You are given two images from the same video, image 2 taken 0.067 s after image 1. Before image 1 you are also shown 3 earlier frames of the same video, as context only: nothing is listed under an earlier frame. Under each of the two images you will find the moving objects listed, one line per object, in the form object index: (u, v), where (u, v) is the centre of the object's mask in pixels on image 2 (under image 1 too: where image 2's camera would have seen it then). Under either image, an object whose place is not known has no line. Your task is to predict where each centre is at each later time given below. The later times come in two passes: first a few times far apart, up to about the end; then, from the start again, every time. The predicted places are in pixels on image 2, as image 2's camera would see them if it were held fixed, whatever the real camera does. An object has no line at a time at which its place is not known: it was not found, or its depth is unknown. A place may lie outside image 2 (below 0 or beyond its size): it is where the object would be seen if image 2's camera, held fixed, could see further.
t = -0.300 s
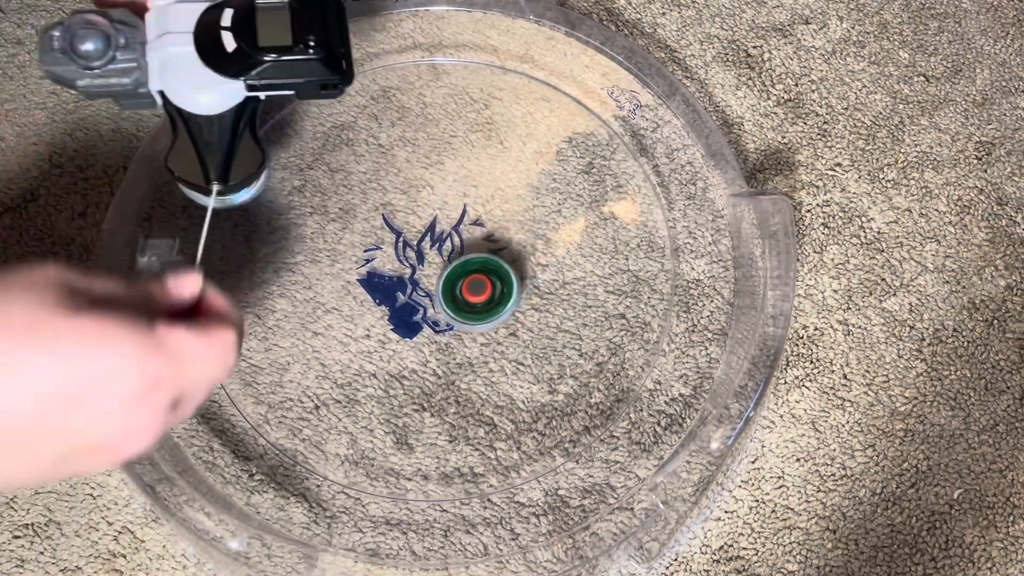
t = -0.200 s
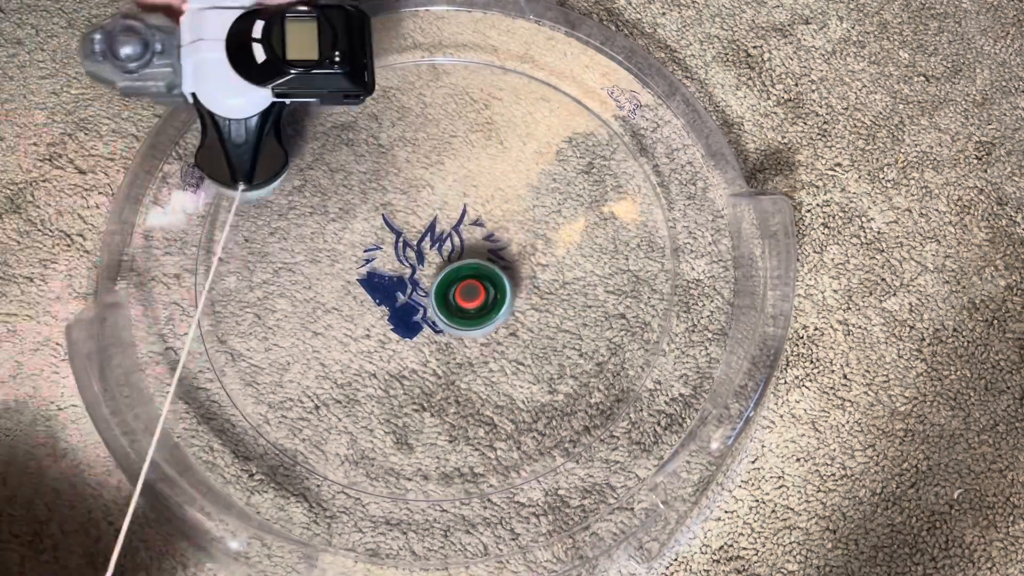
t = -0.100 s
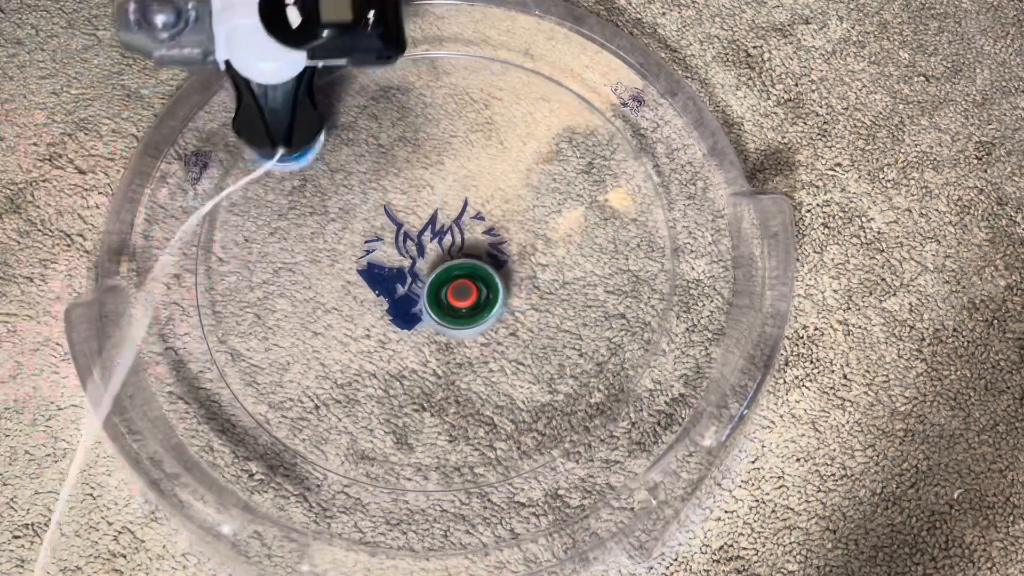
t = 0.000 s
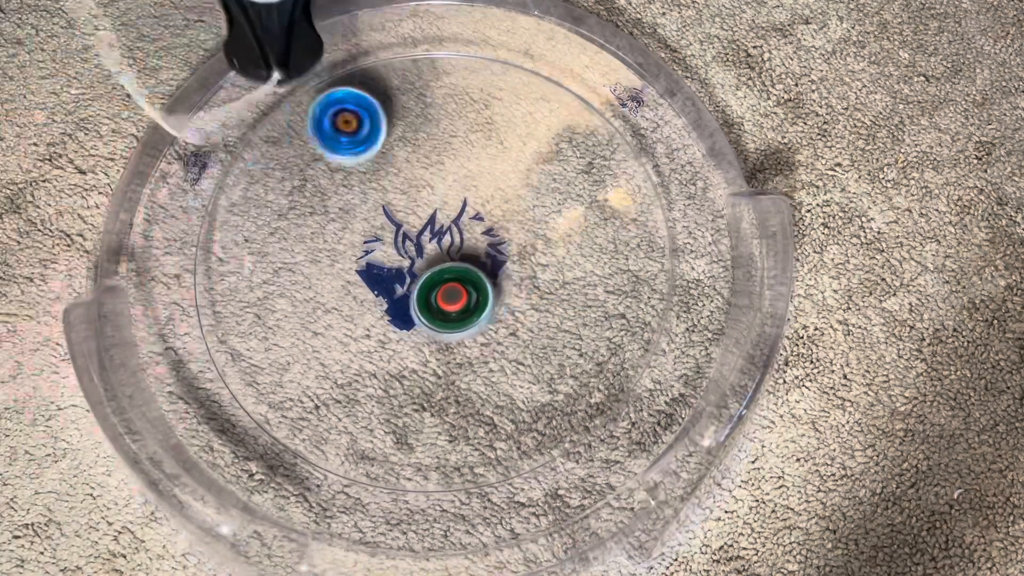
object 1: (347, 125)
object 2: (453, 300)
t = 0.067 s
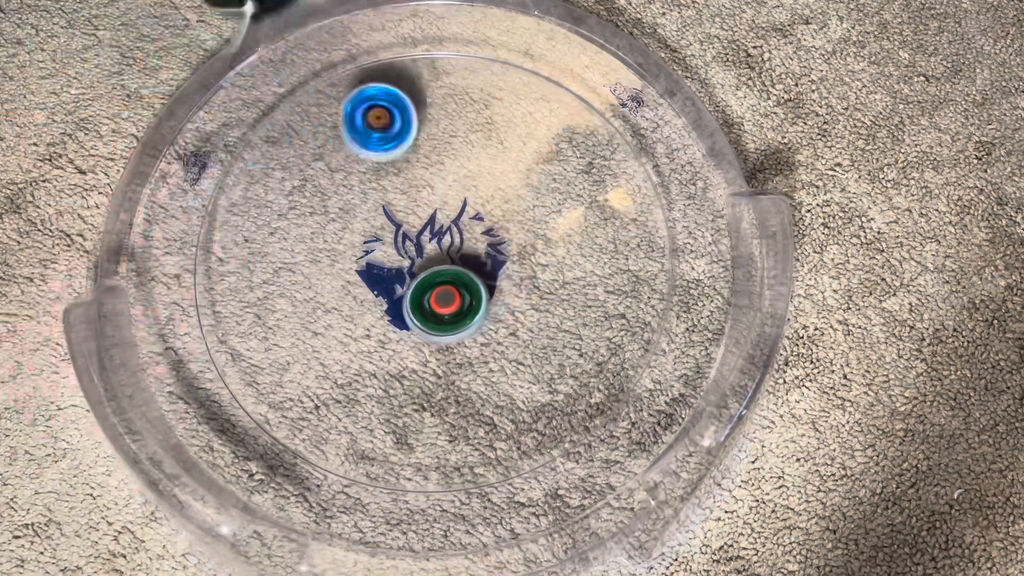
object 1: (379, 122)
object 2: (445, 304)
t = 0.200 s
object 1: (420, 96)
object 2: (437, 306)
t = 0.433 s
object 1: (426, 72)
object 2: (421, 306)
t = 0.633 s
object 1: (434, 119)
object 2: (407, 300)
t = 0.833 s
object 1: (526, 191)
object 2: (394, 290)
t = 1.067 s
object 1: (567, 105)
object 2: (384, 276)
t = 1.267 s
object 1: (454, 151)
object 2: (379, 261)
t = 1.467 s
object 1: (679, 134)
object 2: (214, 378)
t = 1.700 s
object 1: (656, 106)
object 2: (410, 397)
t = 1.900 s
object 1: (580, 131)
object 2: (498, 318)
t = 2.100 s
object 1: (457, 211)
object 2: (525, 313)
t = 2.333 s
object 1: (320, 378)
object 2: (680, 305)
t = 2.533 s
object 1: (321, 461)
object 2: (650, 149)
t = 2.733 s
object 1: (533, 449)
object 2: (562, 121)
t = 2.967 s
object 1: (456, 247)
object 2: (465, 135)
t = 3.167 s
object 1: (265, 420)
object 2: (386, 71)
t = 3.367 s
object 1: (421, 296)
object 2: (263, 245)
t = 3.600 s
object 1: (299, 96)
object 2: (272, 372)
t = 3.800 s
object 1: (206, 223)
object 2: (330, 392)
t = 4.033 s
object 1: (409, 274)
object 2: (391, 369)
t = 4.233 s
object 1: (452, 94)
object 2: (421, 333)
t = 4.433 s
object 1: (309, 108)
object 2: (432, 292)
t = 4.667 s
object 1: (348, 274)
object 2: (502, 262)
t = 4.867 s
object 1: (481, 270)
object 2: (627, 219)
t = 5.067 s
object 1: (497, 134)
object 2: (583, 162)
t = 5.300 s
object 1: (346, 213)
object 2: (502, 174)
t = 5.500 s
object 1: (464, 344)
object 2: (461, 210)
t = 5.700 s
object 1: (586, 231)
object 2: (435, 243)
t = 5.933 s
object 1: (408, 173)
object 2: (402, 278)
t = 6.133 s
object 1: (284, 283)
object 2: (402, 345)
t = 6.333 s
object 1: (353, 429)
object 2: (432, 333)
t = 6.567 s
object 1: (565, 354)
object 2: (382, 222)
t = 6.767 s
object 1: (539, 193)
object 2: (276, 112)
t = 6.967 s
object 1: (347, 167)
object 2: (264, 134)
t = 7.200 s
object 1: (517, 357)
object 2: (29, 40)
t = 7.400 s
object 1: (581, 253)
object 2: (83, 69)
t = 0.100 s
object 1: (392, 118)
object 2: (444, 305)
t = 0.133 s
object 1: (405, 112)
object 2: (441, 306)
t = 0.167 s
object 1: (415, 105)
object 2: (439, 306)
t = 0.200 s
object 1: (420, 96)
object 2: (437, 306)
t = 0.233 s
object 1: (425, 85)
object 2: (434, 308)
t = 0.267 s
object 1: (429, 73)
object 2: (432, 308)
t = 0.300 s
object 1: (432, 60)
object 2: (430, 307)
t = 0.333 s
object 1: (432, 49)
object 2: (429, 307)
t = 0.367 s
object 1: (428, 60)
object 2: (427, 307)
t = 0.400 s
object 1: (426, 67)
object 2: (424, 306)
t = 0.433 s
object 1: (426, 72)
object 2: (421, 306)
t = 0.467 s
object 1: (427, 76)
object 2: (418, 305)
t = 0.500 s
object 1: (429, 80)
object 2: (416, 305)
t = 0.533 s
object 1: (432, 86)
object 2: (414, 304)
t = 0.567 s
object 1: (434, 95)
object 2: (411, 302)
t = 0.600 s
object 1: (433, 106)
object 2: (409, 301)
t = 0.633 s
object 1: (434, 119)
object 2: (407, 300)
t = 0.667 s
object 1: (438, 134)
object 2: (404, 298)
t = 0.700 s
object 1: (448, 152)
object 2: (403, 297)
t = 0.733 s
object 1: (463, 168)
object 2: (400, 295)
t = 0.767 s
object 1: (481, 179)
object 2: (398, 293)
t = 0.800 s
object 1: (502, 188)
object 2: (395, 292)
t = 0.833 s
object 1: (526, 191)
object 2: (394, 290)
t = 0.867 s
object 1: (550, 187)
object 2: (392, 289)
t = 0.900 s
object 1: (570, 178)
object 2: (390, 286)
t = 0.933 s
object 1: (589, 162)
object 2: (388, 285)
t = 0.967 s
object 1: (604, 143)
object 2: (386, 283)
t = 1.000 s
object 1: (612, 122)
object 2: (386, 280)
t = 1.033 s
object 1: (590, 109)
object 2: (385, 278)
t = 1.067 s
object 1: (567, 105)
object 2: (384, 276)
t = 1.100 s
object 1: (550, 97)
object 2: (384, 273)
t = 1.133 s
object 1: (534, 95)
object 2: (382, 270)
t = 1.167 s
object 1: (515, 97)
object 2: (382, 268)
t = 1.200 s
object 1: (494, 106)
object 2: (381, 265)
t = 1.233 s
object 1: (473, 124)
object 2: (380, 263)
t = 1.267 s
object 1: (454, 151)
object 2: (379, 261)
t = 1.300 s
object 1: (440, 185)
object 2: (379, 259)
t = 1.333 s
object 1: (469, 194)
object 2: (333, 281)
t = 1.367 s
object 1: (538, 175)
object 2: (238, 333)
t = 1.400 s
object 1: (603, 167)
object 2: (176, 366)
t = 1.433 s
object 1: (642, 146)
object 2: (190, 368)
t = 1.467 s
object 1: (679, 134)
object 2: (214, 378)
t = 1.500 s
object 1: (673, 126)
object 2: (245, 393)
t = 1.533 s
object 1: (662, 129)
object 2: (280, 413)
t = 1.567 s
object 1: (658, 123)
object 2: (309, 419)
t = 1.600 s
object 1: (656, 121)
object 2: (336, 416)
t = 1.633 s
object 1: (657, 117)
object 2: (362, 411)
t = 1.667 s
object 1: (659, 111)
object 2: (387, 405)
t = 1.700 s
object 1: (656, 106)
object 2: (410, 397)
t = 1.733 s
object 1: (649, 101)
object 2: (430, 386)
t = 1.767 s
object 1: (641, 98)
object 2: (448, 375)
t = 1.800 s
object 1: (629, 99)
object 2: (463, 363)
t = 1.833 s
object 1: (616, 104)
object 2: (477, 349)
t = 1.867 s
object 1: (600, 114)
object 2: (488, 333)
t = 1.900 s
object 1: (580, 131)
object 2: (498, 318)
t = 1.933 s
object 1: (559, 147)
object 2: (505, 303)
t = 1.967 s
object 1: (543, 196)
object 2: (511, 289)
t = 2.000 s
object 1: (514, 192)
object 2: (515, 273)
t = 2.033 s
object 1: (496, 203)
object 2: (518, 276)
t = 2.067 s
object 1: (476, 205)
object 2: (522, 295)
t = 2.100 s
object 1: (457, 211)
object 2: (525, 313)
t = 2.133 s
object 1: (442, 225)
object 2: (525, 328)
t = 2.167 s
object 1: (429, 246)
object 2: (525, 336)
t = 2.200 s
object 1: (423, 274)
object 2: (524, 339)
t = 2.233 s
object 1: (424, 305)
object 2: (524, 337)
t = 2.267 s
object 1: (436, 336)
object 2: (525, 332)
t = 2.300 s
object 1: (378, 358)
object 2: (606, 322)
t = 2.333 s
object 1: (320, 378)
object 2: (680, 305)
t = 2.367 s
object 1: (275, 397)
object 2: (695, 267)
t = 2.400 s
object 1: (242, 418)
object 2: (694, 230)
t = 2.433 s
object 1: (250, 426)
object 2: (687, 205)
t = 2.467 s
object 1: (274, 434)
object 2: (677, 187)
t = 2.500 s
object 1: (297, 446)
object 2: (664, 164)
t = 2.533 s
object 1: (321, 461)
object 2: (650, 149)
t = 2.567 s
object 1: (346, 479)
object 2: (636, 138)
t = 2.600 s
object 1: (389, 482)
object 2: (623, 130)
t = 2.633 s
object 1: (428, 484)
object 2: (610, 124)
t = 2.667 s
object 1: (466, 481)
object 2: (595, 120)
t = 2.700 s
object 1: (504, 469)
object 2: (578, 120)
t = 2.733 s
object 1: (533, 449)
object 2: (562, 121)
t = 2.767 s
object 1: (553, 422)
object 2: (545, 123)
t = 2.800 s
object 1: (563, 389)
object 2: (530, 127)
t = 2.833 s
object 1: (562, 351)
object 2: (515, 131)
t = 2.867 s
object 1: (552, 312)
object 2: (500, 137)
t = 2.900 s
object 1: (529, 277)
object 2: (486, 145)
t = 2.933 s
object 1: (498, 249)
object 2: (472, 151)
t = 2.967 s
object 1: (456, 247)
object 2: (465, 135)
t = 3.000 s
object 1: (394, 298)
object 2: (475, 51)
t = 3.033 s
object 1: (327, 364)
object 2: (469, 18)
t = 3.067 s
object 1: (260, 436)
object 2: (446, 20)
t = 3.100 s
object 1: (245, 440)
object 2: (425, 28)
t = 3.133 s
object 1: (253, 427)
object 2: (405, 52)
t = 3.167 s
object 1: (265, 420)
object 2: (386, 71)
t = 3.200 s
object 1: (284, 417)
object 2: (366, 98)
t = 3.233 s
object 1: (317, 396)
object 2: (343, 126)
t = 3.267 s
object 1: (353, 378)
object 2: (319, 157)
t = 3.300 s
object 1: (383, 358)
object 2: (296, 186)
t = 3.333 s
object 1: (407, 329)
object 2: (277, 216)
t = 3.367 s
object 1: (421, 296)
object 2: (263, 245)
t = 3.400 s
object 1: (428, 261)
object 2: (254, 271)
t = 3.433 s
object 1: (425, 224)
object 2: (250, 295)
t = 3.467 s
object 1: (414, 189)
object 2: (250, 315)
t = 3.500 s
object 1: (394, 157)
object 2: (253, 334)
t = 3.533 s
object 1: (367, 130)
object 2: (258, 349)
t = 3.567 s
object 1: (333, 110)
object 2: (263, 363)
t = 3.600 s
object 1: (299, 96)
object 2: (272, 372)
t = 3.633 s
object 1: (270, 101)
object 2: (278, 381)
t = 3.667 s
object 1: (247, 128)
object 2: (288, 384)
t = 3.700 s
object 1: (227, 145)
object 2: (298, 389)
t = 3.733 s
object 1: (210, 164)
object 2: (308, 391)
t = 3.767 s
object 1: (205, 196)
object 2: (319, 392)
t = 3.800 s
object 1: (206, 223)
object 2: (330, 392)
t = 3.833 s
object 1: (216, 247)
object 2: (340, 391)
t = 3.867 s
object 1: (236, 269)
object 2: (350, 386)
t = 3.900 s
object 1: (265, 287)
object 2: (359, 384)
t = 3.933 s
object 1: (301, 298)
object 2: (369, 379)
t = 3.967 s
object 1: (340, 300)
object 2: (377, 375)
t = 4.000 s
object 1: (377, 291)
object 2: (384, 372)
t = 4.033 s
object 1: (409, 274)
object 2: (391, 369)
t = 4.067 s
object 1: (437, 248)
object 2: (398, 365)
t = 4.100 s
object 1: (456, 219)
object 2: (404, 360)
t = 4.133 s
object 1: (467, 188)
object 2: (409, 354)
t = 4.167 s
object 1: (471, 155)
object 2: (414, 348)
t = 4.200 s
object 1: (465, 124)
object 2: (417, 339)
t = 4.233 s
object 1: (452, 94)
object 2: (421, 333)
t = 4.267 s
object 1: (435, 69)
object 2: (423, 326)
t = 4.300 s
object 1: (408, 59)
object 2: (426, 318)
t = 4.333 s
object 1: (377, 72)
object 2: (427, 310)
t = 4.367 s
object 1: (350, 80)
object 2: (429, 305)
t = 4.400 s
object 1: (327, 91)
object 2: (430, 299)
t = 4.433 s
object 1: (309, 108)
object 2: (432, 292)
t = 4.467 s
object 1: (298, 130)
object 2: (432, 287)
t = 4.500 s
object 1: (296, 159)
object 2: (432, 281)
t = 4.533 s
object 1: (301, 190)
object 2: (434, 274)
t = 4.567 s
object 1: (317, 221)
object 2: (434, 268)
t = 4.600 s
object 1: (340, 248)
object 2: (433, 262)
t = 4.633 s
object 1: (348, 261)
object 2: (460, 260)
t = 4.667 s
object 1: (348, 274)
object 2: (502, 262)
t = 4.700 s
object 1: (356, 283)
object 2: (537, 261)
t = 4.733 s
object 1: (373, 291)
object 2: (567, 255)
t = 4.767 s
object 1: (394, 294)
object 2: (590, 250)
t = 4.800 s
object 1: (424, 292)
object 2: (607, 244)
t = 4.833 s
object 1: (455, 284)
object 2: (619, 233)
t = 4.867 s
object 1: (481, 270)
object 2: (627, 219)
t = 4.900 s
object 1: (504, 250)
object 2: (632, 204)
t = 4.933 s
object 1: (517, 226)
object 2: (628, 191)
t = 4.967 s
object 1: (523, 202)
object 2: (617, 182)
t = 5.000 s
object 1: (524, 176)
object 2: (606, 173)
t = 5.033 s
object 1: (514, 153)
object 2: (594, 166)
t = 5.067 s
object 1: (497, 134)
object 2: (583, 162)
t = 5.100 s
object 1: (473, 121)
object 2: (571, 159)
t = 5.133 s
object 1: (445, 116)
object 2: (559, 158)
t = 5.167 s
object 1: (416, 120)
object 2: (548, 159)
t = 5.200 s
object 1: (389, 134)
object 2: (536, 161)
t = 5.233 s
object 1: (367, 155)
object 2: (524, 165)
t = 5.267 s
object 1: (352, 182)
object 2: (513, 168)
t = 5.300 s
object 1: (346, 213)
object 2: (502, 174)
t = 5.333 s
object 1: (349, 245)
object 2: (493, 180)
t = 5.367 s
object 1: (359, 275)
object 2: (484, 186)
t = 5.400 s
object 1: (376, 301)
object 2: (476, 193)
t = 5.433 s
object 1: (401, 323)
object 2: (471, 199)
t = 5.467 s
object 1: (431, 338)
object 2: (466, 204)
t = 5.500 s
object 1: (464, 344)
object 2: (461, 210)
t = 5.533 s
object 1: (497, 342)
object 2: (457, 214)
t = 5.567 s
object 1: (528, 332)
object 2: (452, 221)
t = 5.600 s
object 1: (555, 314)
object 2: (447, 227)
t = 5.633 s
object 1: (575, 290)
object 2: (443, 233)
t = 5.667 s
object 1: (586, 260)
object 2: (439, 237)
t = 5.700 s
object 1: (586, 231)
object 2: (435, 243)
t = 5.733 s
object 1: (578, 203)
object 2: (430, 249)
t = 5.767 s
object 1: (560, 181)
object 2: (425, 255)
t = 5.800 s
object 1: (535, 165)
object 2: (421, 260)
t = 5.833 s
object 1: (505, 156)
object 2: (416, 265)
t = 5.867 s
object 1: (472, 155)
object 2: (411, 270)
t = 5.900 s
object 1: (439, 160)
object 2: (407, 274)
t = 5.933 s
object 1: (408, 173)
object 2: (402, 278)
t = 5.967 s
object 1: (380, 194)
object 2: (398, 283)
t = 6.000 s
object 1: (356, 216)
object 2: (395, 288)
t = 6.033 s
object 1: (330, 223)
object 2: (399, 306)
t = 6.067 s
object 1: (311, 236)
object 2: (401, 322)
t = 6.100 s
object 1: (294, 257)
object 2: (402, 336)
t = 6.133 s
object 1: (284, 283)
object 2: (402, 345)
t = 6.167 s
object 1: (282, 313)
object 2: (400, 350)
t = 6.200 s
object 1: (289, 343)
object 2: (398, 351)
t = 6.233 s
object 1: (303, 371)
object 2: (396, 351)
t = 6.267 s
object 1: (309, 396)
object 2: (413, 345)
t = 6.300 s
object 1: (325, 416)
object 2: (425, 339)
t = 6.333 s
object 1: (353, 429)
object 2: (432, 333)
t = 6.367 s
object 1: (384, 434)
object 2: (435, 328)
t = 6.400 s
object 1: (419, 429)
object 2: (436, 323)
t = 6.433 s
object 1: (450, 413)
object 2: (435, 318)
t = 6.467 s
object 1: (476, 390)
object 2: (434, 312)
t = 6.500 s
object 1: (500, 367)
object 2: (430, 302)
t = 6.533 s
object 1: (537, 366)
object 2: (404, 260)
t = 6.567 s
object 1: (565, 354)
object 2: (382, 222)
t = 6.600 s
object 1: (582, 334)
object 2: (360, 191)
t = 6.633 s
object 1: (590, 306)
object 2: (343, 165)
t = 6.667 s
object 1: (589, 275)
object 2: (326, 144)
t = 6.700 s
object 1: (579, 244)
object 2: (308, 128)
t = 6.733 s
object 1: (561, 216)
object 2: (290, 118)
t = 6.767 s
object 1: (539, 193)
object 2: (276, 112)
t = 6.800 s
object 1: (512, 176)
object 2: (265, 108)
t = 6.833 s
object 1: (482, 162)
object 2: (259, 108)
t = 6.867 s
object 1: (448, 155)
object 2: (259, 114)
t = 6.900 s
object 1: (414, 153)
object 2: (260, 121)
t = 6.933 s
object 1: (381, 158)
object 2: (262, 128)
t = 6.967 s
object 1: (347, 167)
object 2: (264, 134)
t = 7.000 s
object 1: (374, 216)
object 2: (212, 103)
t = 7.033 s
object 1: (399, 262)
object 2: (157, 74)
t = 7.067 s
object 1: (420, 300)
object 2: (108, 56)
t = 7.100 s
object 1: (441, 328)
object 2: (71, 52)
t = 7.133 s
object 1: (465, 347)
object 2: (45, 58)
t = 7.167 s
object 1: (490, 356)
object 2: (27, 37)
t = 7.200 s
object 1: (517, 357)
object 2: (29, 40)
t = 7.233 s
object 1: (543, 350)
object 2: (47, 67)
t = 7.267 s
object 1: (566, 337)
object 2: (73, 88)
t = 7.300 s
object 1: (581, 318)
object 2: (70, 77)
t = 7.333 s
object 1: (590, 296)
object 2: (75, 75)
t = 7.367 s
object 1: (589, 274)
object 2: (83, 76)
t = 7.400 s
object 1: (581, 253)
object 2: (83, 69)
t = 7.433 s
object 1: (566, 235)
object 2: (86, 69)
